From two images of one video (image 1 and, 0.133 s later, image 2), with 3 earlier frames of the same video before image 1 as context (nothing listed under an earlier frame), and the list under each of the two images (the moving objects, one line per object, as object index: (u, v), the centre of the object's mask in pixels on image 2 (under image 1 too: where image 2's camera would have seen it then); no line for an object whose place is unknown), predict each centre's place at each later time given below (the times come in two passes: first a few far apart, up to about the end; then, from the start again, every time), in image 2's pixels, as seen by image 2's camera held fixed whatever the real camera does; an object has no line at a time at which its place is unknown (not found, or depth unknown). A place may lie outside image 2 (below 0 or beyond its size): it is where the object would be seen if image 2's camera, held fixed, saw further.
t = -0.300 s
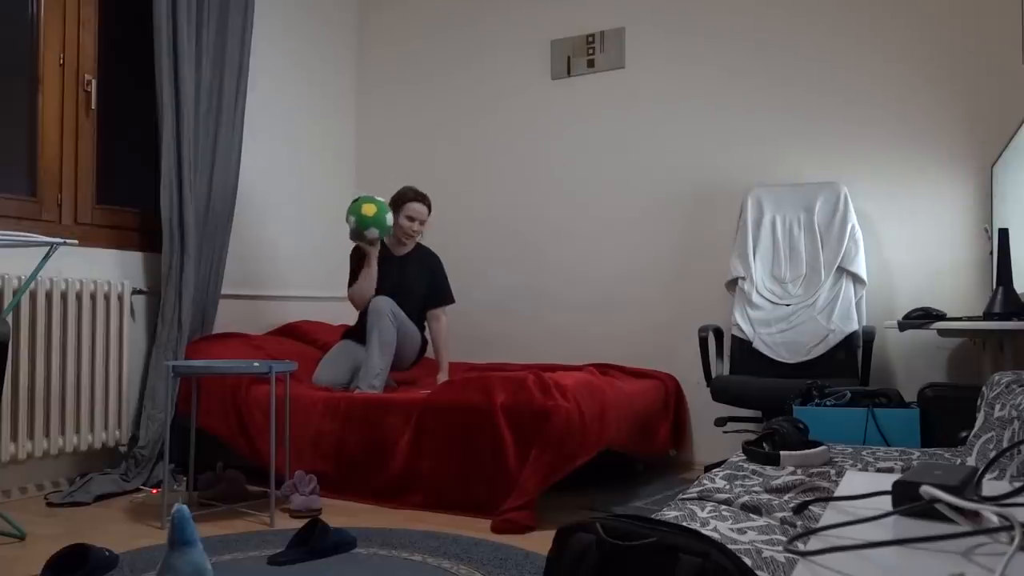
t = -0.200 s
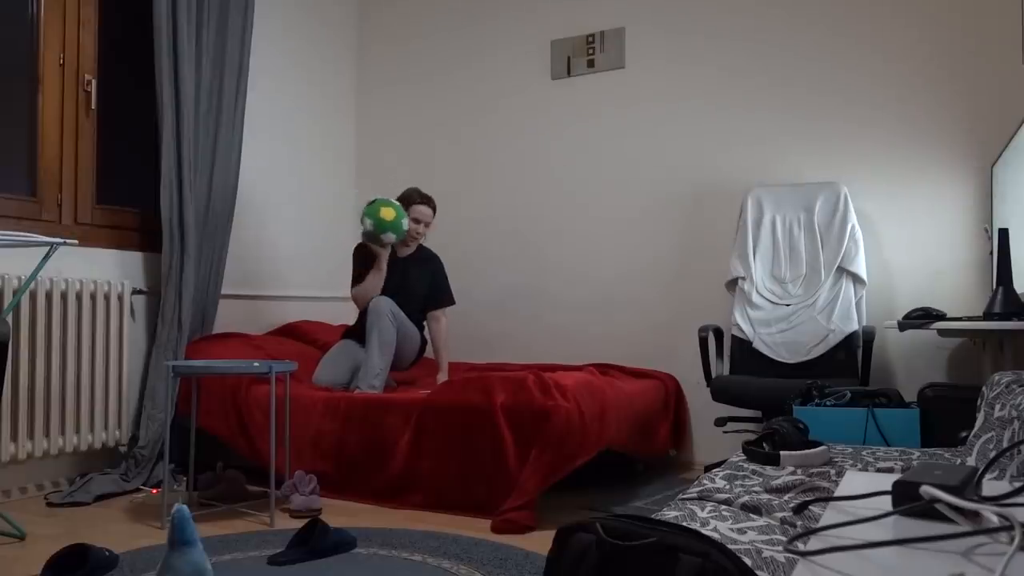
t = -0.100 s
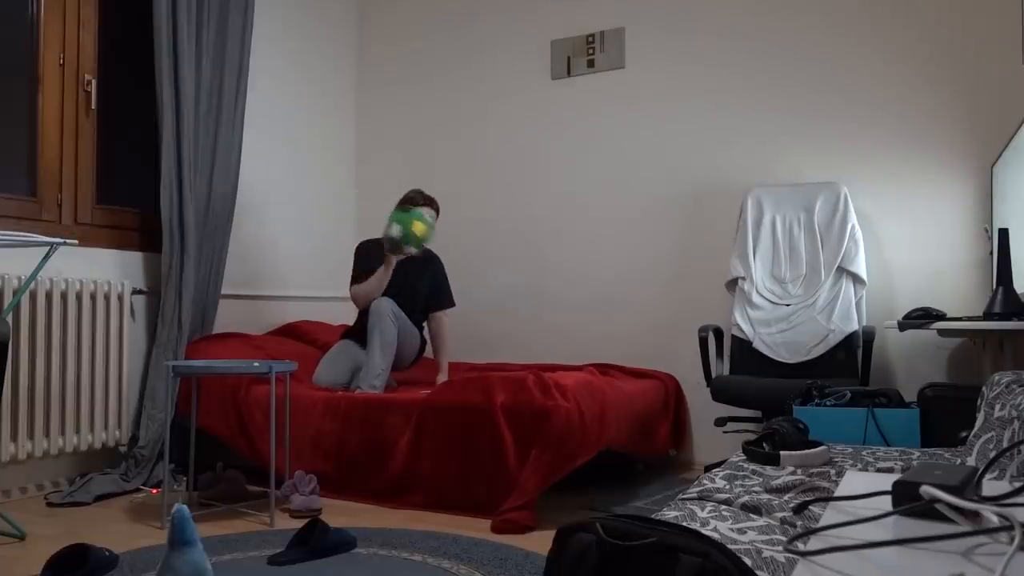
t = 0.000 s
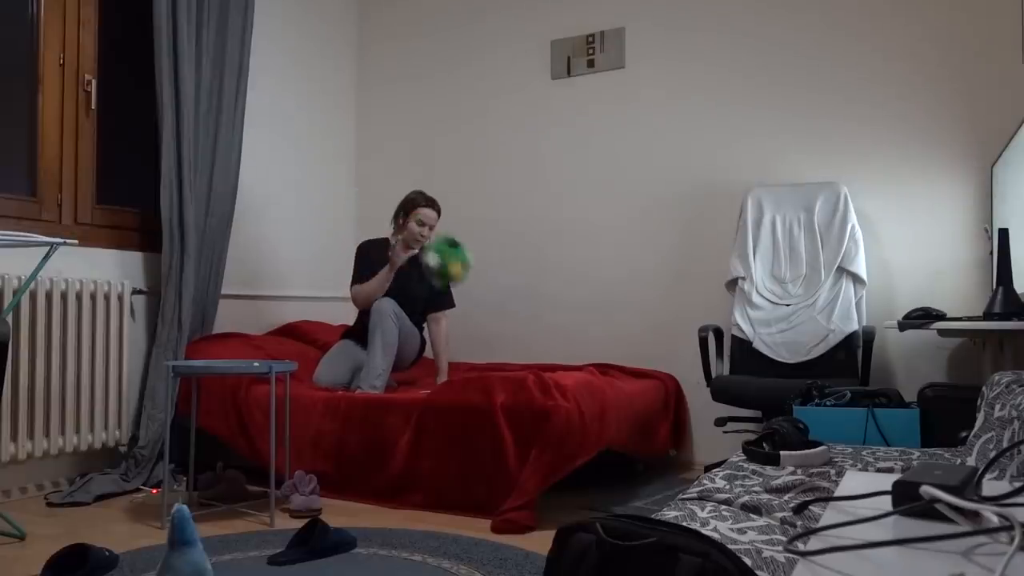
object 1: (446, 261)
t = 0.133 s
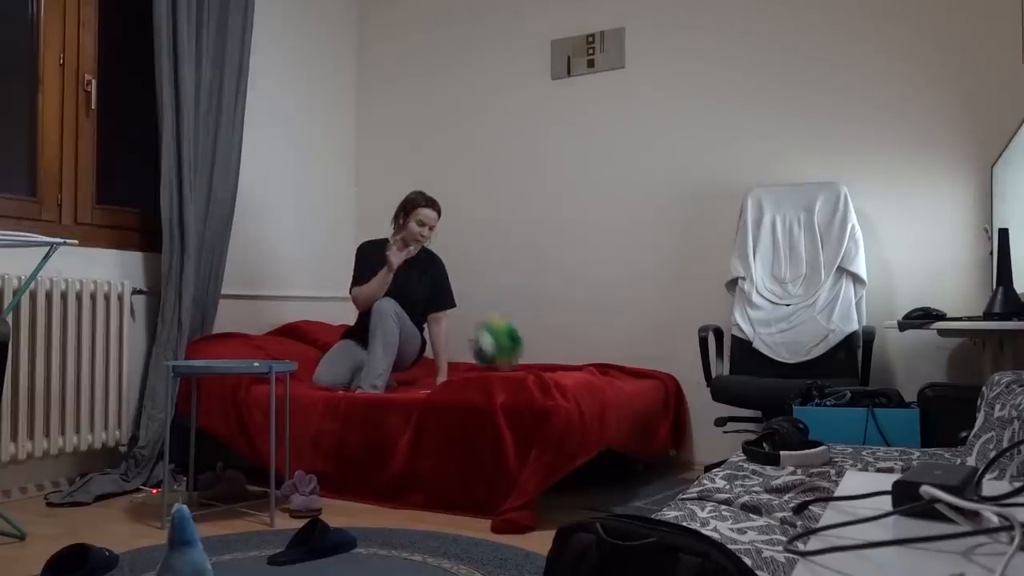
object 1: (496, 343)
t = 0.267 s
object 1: (529, 346)
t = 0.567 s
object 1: (586, 353)
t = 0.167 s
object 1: (509, 359)
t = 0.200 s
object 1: (516, 355)
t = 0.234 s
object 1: (523, 350)
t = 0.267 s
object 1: (529, 346)
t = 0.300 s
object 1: (535, 344)
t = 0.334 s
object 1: (541, 345)
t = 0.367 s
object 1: (548, 348)
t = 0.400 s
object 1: (555, 350)
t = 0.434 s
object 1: (562, 352)
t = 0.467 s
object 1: (569, 352)
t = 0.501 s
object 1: (575, 351)
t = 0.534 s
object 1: (581, 351)
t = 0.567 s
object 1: (586, 353)
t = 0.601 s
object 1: (592, 355)
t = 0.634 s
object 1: (599, 357)
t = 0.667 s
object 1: (604, 360)
